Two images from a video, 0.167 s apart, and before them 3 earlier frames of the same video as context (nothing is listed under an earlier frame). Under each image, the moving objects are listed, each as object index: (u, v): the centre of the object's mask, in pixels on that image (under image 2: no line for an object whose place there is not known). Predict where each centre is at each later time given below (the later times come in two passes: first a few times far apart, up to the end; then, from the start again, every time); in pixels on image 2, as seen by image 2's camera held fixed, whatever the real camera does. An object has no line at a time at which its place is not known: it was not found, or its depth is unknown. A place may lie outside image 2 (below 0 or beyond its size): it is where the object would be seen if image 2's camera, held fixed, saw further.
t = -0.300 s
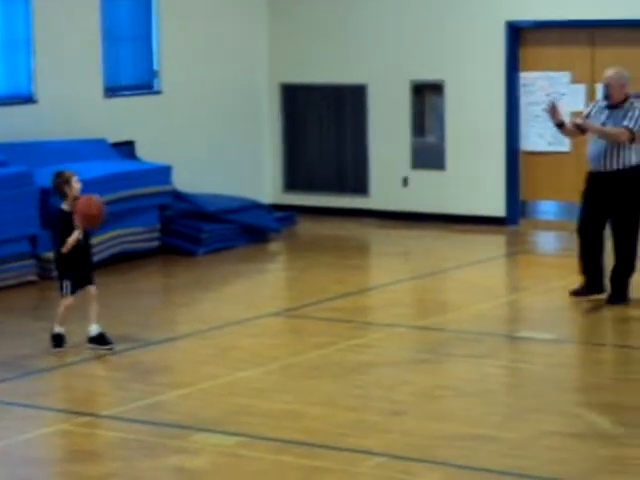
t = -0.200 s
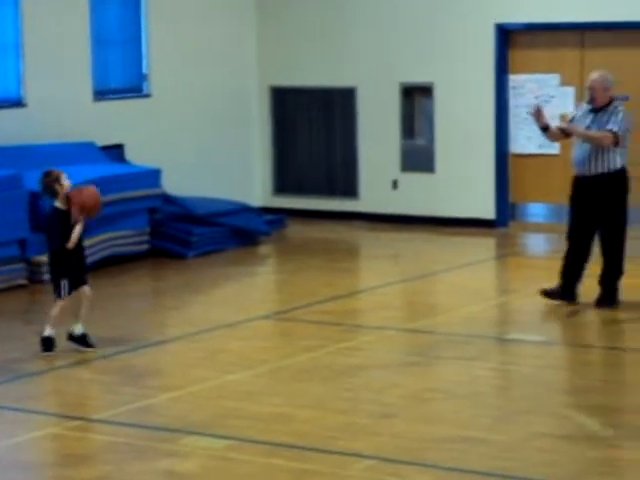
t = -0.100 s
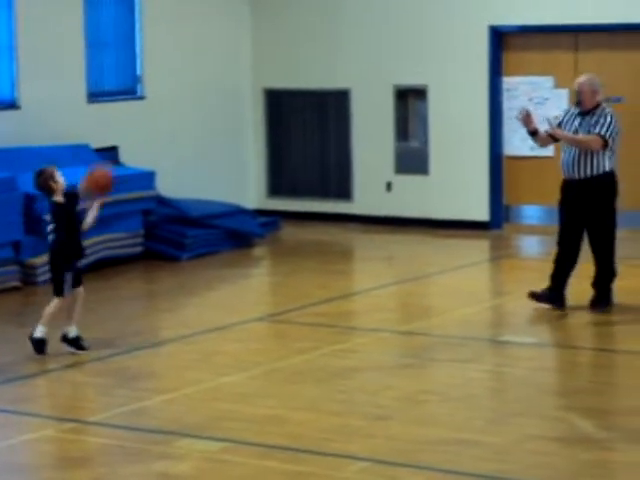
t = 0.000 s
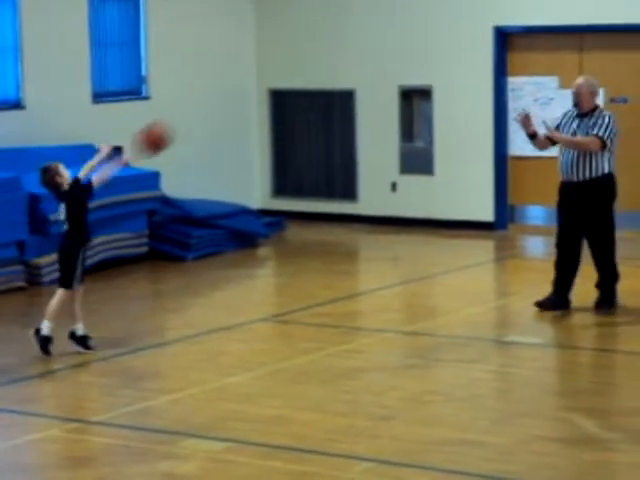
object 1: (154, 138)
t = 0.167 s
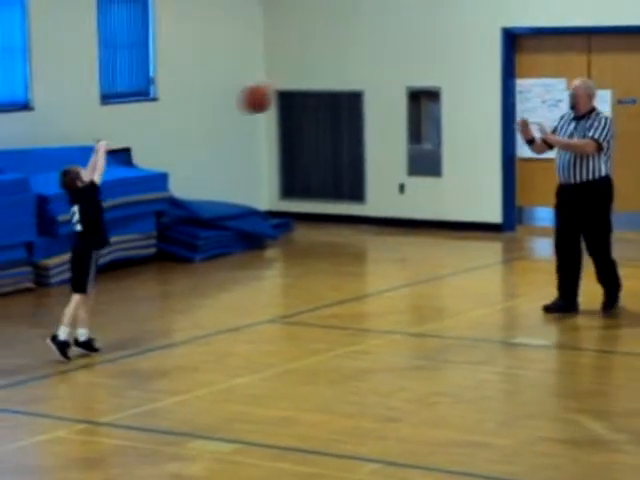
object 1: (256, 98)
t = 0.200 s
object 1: (275, 94)
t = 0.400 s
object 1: (382, 104)
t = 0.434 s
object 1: (397, 110)
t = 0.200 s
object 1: (275, 94)
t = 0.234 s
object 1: (294, 92)
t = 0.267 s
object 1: (313, 92)
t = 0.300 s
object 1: (329, 92)
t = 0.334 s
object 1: (348, 94)
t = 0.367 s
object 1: (364, 98)
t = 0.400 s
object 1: (382, 104)
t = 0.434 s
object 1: (397, 110)
